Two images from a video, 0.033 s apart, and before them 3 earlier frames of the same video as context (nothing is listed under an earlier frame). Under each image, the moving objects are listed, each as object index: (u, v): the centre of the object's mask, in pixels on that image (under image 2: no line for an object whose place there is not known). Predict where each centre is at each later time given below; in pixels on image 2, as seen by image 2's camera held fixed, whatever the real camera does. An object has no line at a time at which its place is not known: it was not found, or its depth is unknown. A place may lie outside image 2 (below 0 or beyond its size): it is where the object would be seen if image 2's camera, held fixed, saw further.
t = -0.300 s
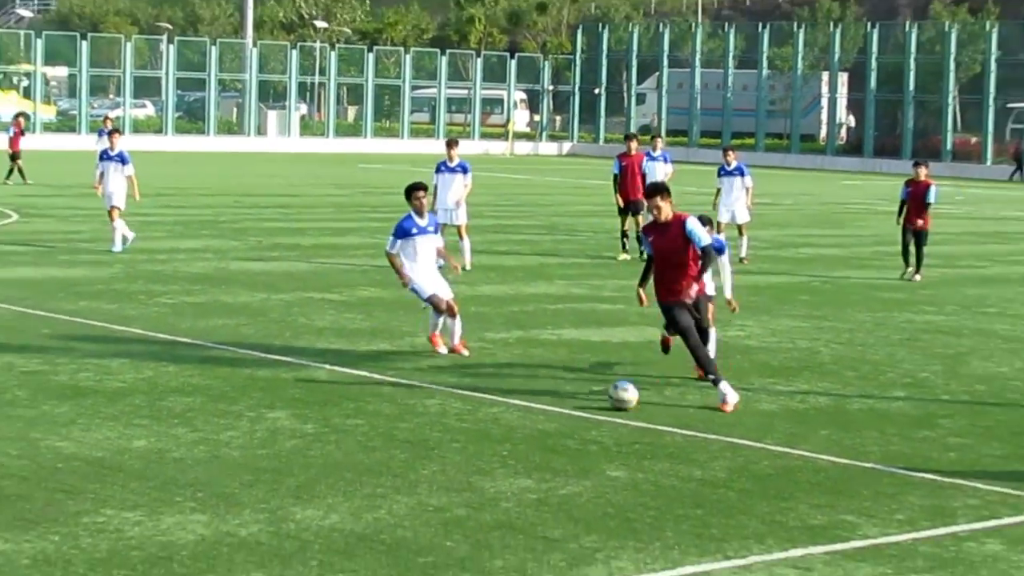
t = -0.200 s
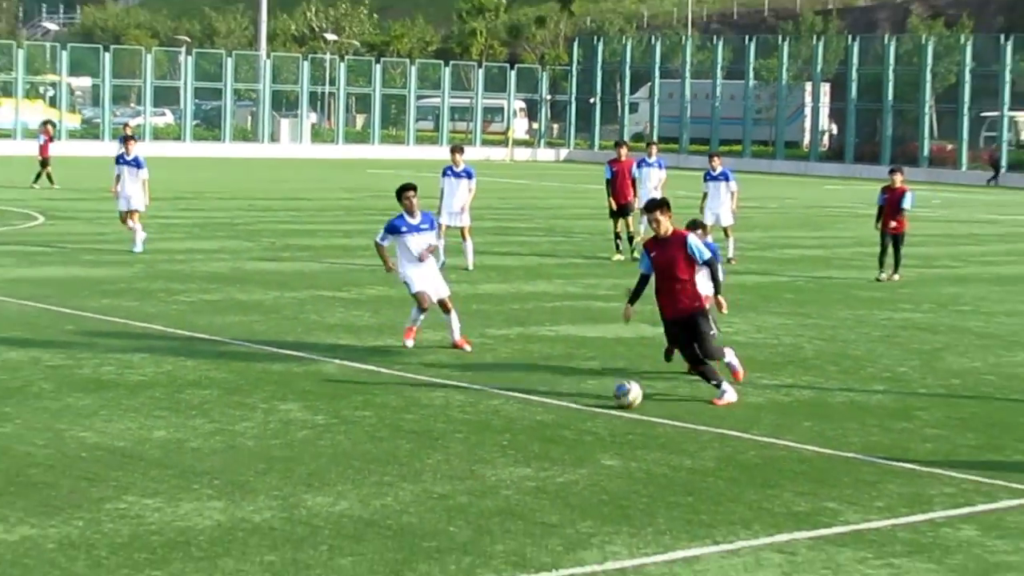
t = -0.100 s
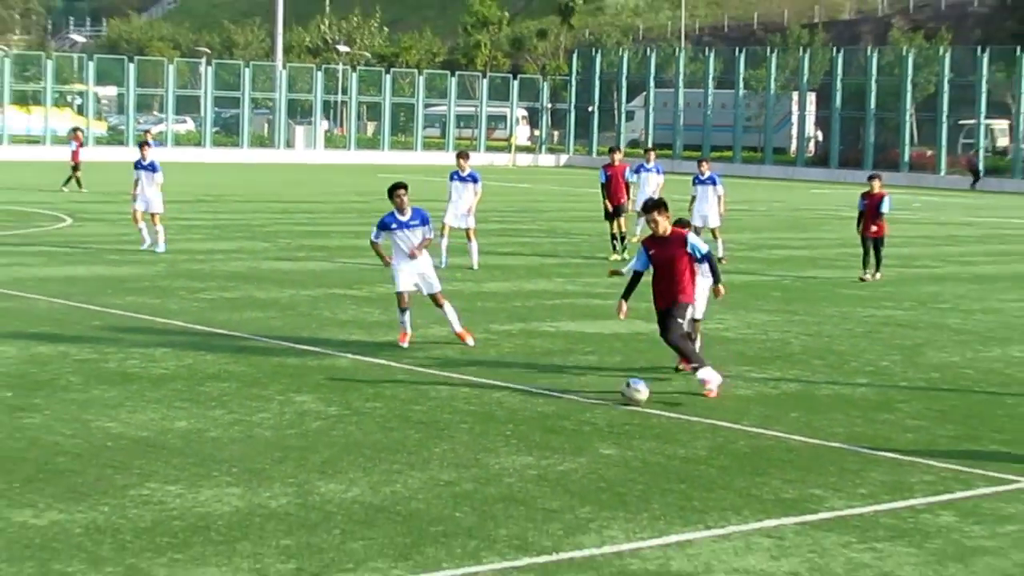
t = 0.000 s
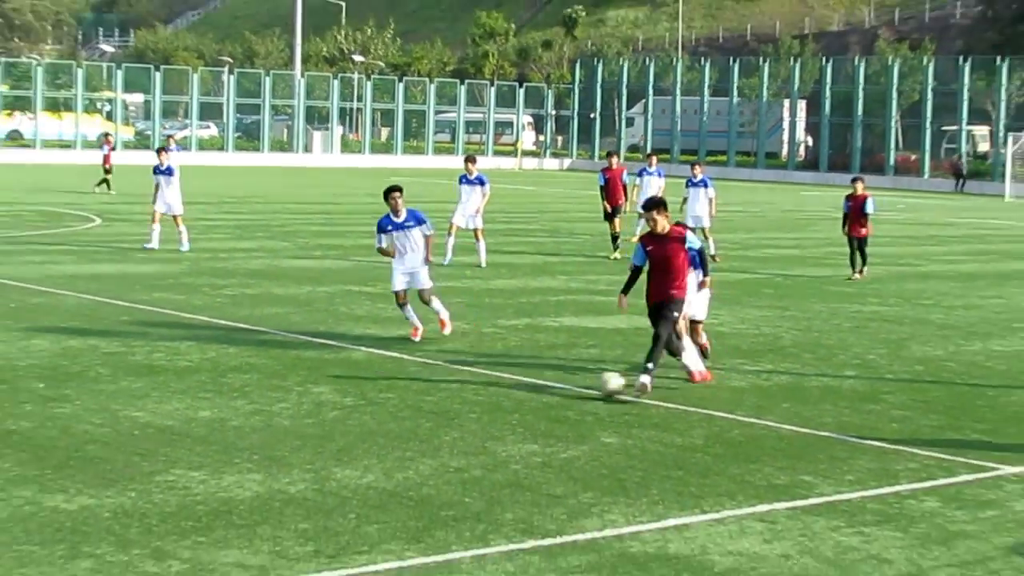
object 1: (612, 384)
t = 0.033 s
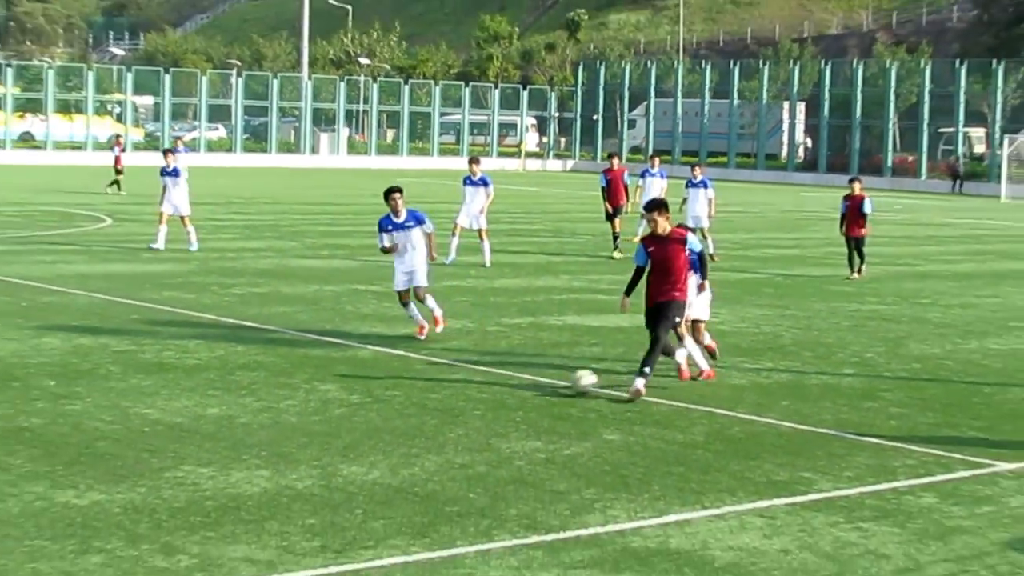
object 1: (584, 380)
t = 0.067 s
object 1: (556, 380)
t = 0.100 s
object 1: (525, 384)
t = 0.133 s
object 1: (496, 382)
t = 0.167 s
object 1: (471, 382)
